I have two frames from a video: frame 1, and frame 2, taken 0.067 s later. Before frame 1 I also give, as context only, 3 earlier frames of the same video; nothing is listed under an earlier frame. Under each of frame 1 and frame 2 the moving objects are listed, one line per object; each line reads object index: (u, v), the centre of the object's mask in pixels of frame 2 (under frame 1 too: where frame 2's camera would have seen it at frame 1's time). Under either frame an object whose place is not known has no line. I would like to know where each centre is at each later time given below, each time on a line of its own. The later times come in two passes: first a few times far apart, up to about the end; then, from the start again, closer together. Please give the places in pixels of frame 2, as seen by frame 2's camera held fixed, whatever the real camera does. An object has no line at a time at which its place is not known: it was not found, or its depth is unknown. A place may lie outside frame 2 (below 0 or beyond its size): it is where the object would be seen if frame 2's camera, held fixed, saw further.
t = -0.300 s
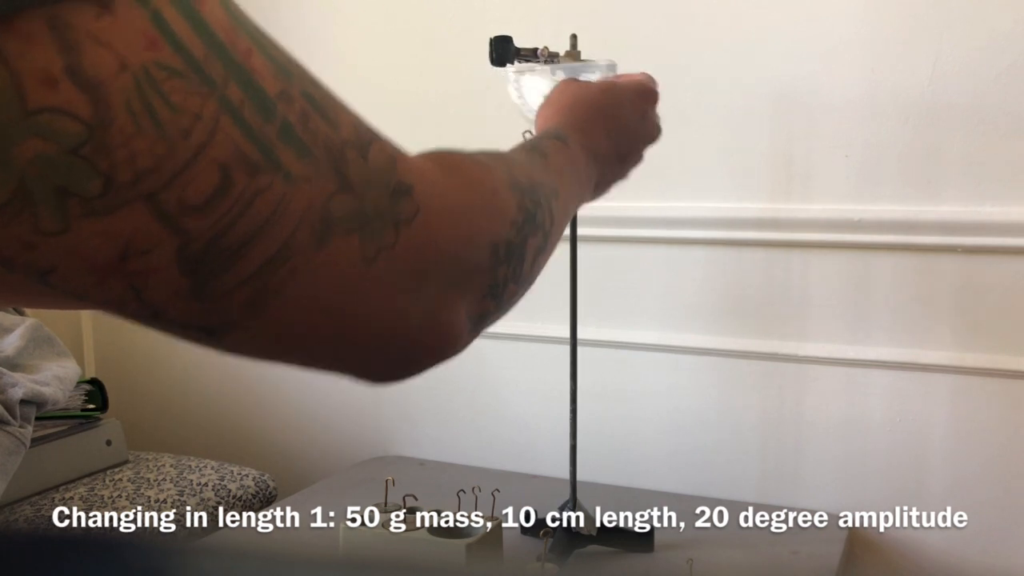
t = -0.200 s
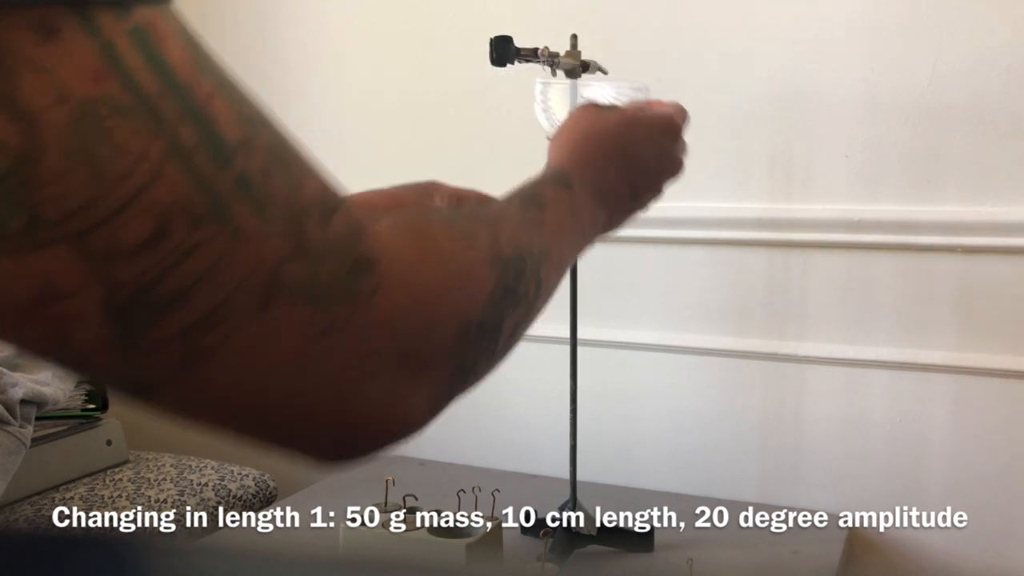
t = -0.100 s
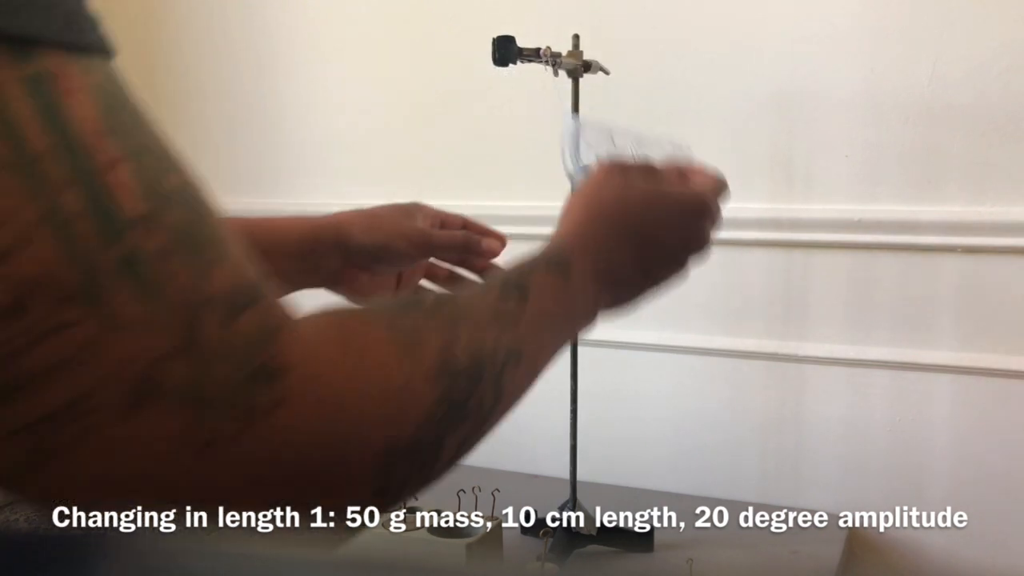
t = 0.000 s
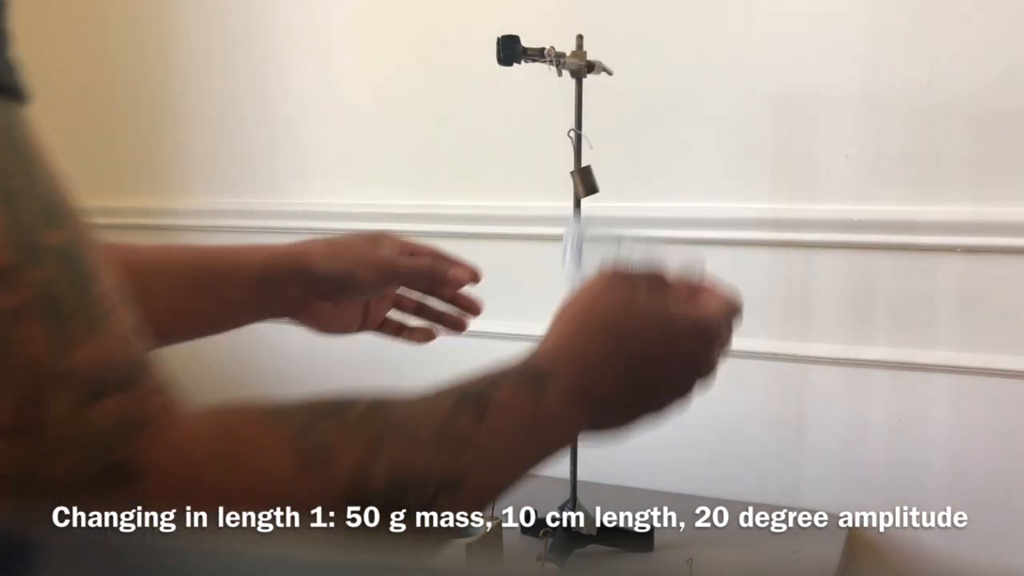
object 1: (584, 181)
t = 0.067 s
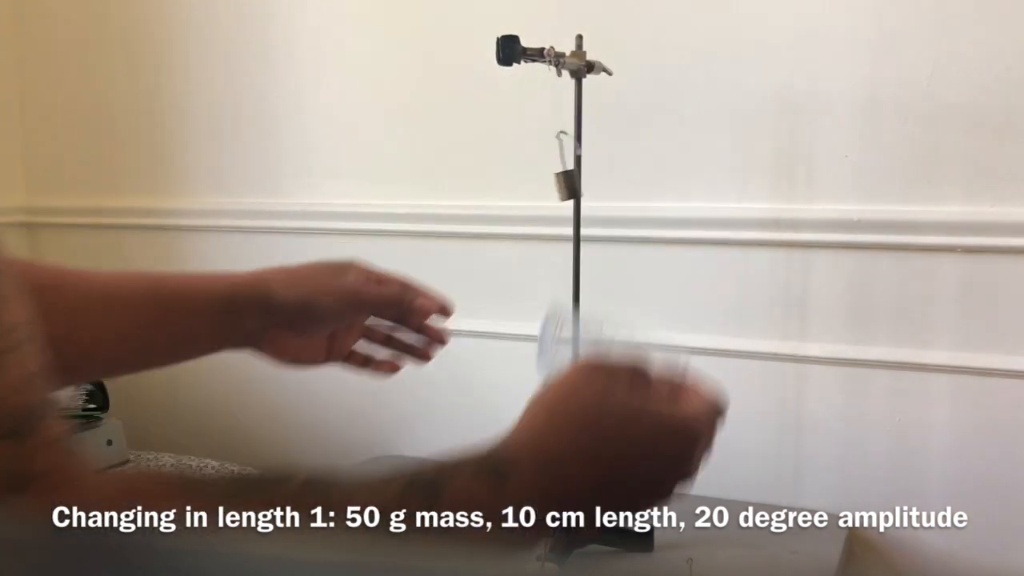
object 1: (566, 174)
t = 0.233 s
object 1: (521, 173)
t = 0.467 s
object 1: (549, 176)
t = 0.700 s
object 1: (573, 173)
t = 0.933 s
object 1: (523, 176)
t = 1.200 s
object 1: (563, 176)
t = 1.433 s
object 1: (558, 177)
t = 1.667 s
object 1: (524, 176)
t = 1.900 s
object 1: (568, 176)
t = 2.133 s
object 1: (552, 178)
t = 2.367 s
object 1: (529, 177)
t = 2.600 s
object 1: (570, 176)
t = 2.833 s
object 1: (544, 178)
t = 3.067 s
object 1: (534, 177)
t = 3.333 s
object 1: (570, 176)
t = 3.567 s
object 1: (532, 177)
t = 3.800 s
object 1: (548, 177)
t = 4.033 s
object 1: (566, 176)
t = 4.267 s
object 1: (529, 177)
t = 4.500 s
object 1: (555, 177)
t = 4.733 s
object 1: (560, 177)
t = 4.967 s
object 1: (529, 177)
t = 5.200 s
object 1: (561, 177)
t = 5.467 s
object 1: (548, 178)
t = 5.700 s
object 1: (533, 177)
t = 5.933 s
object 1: (568, 177)
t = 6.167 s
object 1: (541, 178)
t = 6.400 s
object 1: (539, 178)
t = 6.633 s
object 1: (568, 176)
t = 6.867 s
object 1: (536, 177)
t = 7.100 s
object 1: (546, 178)
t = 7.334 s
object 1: (562, 177)
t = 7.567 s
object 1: (530, 177)
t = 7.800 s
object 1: (558, 177)
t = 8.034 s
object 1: (556, 177)
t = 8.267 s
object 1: (531, 177)
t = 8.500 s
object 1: (562, 176)
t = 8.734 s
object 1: (550, 178)
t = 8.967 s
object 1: (533, 178)
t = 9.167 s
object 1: (563, 177)
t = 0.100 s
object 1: (557, 174)
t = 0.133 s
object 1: (547, 173)
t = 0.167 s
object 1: (536, 174)
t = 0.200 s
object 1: (527, 173)
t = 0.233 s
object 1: (521, 173)
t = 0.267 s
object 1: (517, 173)
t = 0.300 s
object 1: (516, 172)
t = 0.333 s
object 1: (518, 173)
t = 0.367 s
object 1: (524, 173)
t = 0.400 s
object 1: (531, 174)
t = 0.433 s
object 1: (540, 175)
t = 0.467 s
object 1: (549, 176)
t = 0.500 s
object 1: (558, 175)
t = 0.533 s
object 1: (568, 175)
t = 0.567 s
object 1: (575, 173)
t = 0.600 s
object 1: (579, 173)
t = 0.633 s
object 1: (580, 173)
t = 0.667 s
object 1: (578, 172)
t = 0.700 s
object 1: (573, 173)
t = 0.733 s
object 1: (566, 175)
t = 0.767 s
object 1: (558, 176)
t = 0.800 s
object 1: (550, 177)
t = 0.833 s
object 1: (541, 177)
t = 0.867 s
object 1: (533, 176)
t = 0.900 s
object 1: (527, 176)
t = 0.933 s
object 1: (523, 176)
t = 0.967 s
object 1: (521, 176)
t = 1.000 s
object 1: (522, 175)
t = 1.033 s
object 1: (525, 176)
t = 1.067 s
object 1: (531, 176)
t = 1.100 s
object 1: (539, 177)
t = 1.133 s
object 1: (547, 177)
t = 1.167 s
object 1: (555, 176)
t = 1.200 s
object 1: (563, 176)
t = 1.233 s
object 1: (570, 176)
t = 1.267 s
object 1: (574, 173)
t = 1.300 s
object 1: (576, 173)
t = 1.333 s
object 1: (575, 175)
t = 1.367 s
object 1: (571, 176)
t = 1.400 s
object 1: (565, 176)
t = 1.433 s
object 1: (558, 177)
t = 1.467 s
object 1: (551, 177)
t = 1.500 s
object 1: (543, 177)
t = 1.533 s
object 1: (535, 177)
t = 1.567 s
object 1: (529, 177)
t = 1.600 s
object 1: (525, 177)
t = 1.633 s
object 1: (524, 177)
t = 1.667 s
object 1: (524, 176)
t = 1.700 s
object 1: (527, 177)
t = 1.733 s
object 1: (532, 177)
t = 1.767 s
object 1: (539, 178)
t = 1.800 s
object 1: (547, 178)
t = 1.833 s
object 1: (555, 177)
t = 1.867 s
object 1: (561, 177)
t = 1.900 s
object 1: (568, 176)
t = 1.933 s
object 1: (572, 176)
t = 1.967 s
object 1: (574, 176)
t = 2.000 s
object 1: (573, 176)
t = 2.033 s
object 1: (570, 176)
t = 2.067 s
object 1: (565, 177)
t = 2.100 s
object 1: (558, 177)
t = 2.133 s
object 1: (552, 178)
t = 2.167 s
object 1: (544, 178)
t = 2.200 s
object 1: (537, 178)
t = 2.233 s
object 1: (531, 177)
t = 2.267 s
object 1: (527, 177)
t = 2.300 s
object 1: (526, 177)
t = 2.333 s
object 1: (526, 177)
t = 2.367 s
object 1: (529, 177)
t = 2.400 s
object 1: (534, 177)
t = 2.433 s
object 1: (540, 178)
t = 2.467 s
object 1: (547, 178)
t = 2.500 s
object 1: (554, 177)
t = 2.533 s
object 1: (560, 177)
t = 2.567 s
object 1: (567, 177)
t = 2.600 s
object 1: (570, 176)
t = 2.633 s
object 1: (572, 176)
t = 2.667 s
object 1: (571, 176)
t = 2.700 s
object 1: (569, 177)
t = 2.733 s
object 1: (563, 176)
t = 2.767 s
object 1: (558, 177)
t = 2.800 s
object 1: (551, 177)
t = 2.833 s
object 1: (544, 178)
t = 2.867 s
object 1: (538, 177)
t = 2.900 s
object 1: (532, 177)
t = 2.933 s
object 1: (529, 176)
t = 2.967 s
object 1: (527, 176)
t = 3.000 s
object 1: (527, 177)
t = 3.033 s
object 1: (530, 177)
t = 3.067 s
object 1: (534, 177)
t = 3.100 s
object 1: (541, 178)
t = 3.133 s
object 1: (547, 178)
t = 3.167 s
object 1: (554, 177)
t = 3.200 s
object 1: (560, 177)
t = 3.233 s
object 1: (566, 176)
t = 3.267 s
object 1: (569, 176)
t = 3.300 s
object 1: (571, 176)
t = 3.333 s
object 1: (570, 176)
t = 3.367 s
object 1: (567, 176)
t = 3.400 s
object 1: (563, 176)
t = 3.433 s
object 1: (557, 177)
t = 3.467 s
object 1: (550, 178)
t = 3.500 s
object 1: (544, 178)
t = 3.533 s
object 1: (538, 177)
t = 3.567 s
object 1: (532, 177)
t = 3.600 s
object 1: (529, 177)
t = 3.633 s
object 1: (527, 177)
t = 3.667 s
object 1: (528, 177)
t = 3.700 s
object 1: (531, 177)
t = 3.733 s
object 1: (536, 177)
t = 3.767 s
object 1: (541, 178)
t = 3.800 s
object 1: (548, 177)
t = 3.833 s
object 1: (554, 178)
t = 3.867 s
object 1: (560, 176)
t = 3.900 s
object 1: (565, 176)
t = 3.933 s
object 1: (569, 176)
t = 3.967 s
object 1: (571, 174)
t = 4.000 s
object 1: (569, 175)
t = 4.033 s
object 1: (566, 176)
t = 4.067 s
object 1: (562, 176)
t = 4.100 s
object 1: (556, 177)
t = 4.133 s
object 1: (550, 177)
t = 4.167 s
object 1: (543, 178)
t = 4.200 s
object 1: (537, 176)
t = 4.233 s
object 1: (532, 177)
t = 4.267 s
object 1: (529, 177)
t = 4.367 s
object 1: (532, 178)
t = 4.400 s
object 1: (536, 177)
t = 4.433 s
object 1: (542, 178)
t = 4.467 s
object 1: (549, 177)
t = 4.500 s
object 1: (555, 177)
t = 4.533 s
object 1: (560, 176)
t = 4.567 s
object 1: (565, 177)
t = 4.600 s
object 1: (568, 176)
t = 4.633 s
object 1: (570, 175)
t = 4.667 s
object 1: (569, 176)
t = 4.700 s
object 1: (566, 177)
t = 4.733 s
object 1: (560, 177)
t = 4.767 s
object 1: (555, 177)
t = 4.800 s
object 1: (549, 177)
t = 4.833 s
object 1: (542, 178)
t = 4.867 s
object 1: (537, 177)
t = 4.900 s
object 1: (532, 177)
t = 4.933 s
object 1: (529, 176)
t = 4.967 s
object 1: (529, 177)
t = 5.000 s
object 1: (530, 177)
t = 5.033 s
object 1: (532, 177)
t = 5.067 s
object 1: (537, 178)
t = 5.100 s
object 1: (543, 178)
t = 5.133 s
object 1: (549, 178)
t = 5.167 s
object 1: (555, 177)
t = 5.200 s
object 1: (561, 177)
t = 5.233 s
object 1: (566, 177)
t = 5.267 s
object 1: (569, 176)
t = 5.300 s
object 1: (569, 176)
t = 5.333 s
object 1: (568, 176)
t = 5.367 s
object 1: (565, 177)
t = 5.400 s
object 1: (560, 177)
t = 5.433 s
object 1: (554, 178)
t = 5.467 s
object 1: (548, 178)
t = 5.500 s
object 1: (542, 178)
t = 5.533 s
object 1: (536, 178)
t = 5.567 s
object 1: (532, 177)
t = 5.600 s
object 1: (529, 177)
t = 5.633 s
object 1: (529, 177)
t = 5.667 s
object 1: (530, 177)
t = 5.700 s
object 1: (533, 177)
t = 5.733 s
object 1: (538, 178)
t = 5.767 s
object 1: (544, 178)
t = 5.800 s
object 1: (550, 178)
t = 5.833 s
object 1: (556, 178)
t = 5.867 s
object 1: (561, 177)
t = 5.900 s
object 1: (566, 177)
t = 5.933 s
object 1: (568, 177)
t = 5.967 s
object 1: (569, 177)
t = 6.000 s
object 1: (567, 176)
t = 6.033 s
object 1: (564, 177)
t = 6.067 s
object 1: (559, 177)
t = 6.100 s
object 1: (553, 178)
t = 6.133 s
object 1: (547, 178)
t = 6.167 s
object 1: (541, 178)
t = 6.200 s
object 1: (536, 177)
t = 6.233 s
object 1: (532, 177)
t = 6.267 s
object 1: (530, 177)
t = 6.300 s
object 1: (529, 177)
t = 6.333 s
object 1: (531, 177)
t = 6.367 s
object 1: (534, 177)
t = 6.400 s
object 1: (539, 178)
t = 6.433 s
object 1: (545, 178)
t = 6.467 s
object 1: (551, 178)
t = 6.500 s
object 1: (557, 177)
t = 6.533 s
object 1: (562, 177)
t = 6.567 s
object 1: (566, 177)
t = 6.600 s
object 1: (568, 176)
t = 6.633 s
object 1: (568, 176)
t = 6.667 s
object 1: (566, 176)
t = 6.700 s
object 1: (563, 177)
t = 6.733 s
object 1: (558, 177)
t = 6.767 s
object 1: (553, 177)
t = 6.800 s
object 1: (546, 178)
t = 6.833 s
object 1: (540, 177)
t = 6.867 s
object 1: (536, 177)
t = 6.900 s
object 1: (531, 177)
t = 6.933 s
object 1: (530, 178)
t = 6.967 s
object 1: (530, 177)
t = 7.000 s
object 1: (531, 177)
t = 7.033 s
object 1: (535, 178)
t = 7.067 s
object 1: (540, 177)
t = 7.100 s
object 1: (546, 178)
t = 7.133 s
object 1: (552, 177)
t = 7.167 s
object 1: (557, 177)
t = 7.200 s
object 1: (562, 177)
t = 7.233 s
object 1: (566, 175)
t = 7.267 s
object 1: (568, 176)
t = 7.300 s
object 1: (566, 176)
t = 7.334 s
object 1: (562, 177)
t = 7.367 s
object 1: (557, 177)
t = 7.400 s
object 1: (552, 178)
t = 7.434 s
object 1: (546, 178)
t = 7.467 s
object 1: (540, 177)
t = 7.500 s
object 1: (535, 177)
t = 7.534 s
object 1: (532, 177)
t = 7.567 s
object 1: (530, 177)
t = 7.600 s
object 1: (530, 176)
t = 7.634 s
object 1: (532, 176)
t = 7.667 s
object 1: (536, 177)
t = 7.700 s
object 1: (541, 177)
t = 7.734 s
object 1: (547, 178)
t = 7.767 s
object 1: (553, 177)
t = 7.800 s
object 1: (558, 177)
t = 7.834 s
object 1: (563, 176)
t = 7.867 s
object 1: (566, 176)
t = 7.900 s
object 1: (568, 176)
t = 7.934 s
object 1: (567, 176)
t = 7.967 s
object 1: (565, 176)
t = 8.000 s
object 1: (561, 177)
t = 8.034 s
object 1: (556, 177)
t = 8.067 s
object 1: (551, 178)
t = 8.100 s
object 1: (545, 178)
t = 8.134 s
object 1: (539, 178)
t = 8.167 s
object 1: (535, 177)
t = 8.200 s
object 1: (532, 177)
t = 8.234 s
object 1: (530, 177)
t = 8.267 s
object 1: (531, 177)
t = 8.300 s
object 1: (533, 177)
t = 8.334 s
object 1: (536, 177)
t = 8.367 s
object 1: (542, 178)
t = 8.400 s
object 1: (548, 178)
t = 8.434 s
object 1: (553, 178)
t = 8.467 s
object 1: (558, 177)
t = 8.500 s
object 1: (562, 176)
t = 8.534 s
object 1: (566, 176)
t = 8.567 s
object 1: (568, 177)
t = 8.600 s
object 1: (567, 177)
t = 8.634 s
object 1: (565, 177)
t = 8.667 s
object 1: (560, 177)
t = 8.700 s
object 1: (556, 177)
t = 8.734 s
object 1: (550, 178)
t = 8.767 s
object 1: (544, 178)
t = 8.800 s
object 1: (539, 178)
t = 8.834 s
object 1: (534, 178)
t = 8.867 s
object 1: (532, 177)
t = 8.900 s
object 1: (530, 177)
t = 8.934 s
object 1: (531, 177)
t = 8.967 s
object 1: (533, 178)
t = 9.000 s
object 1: (538, 178)
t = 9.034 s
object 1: (542, 178)
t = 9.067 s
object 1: (548, 178)
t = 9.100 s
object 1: (554, 178)
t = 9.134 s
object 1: (559, 177)
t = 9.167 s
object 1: (563, 177)
